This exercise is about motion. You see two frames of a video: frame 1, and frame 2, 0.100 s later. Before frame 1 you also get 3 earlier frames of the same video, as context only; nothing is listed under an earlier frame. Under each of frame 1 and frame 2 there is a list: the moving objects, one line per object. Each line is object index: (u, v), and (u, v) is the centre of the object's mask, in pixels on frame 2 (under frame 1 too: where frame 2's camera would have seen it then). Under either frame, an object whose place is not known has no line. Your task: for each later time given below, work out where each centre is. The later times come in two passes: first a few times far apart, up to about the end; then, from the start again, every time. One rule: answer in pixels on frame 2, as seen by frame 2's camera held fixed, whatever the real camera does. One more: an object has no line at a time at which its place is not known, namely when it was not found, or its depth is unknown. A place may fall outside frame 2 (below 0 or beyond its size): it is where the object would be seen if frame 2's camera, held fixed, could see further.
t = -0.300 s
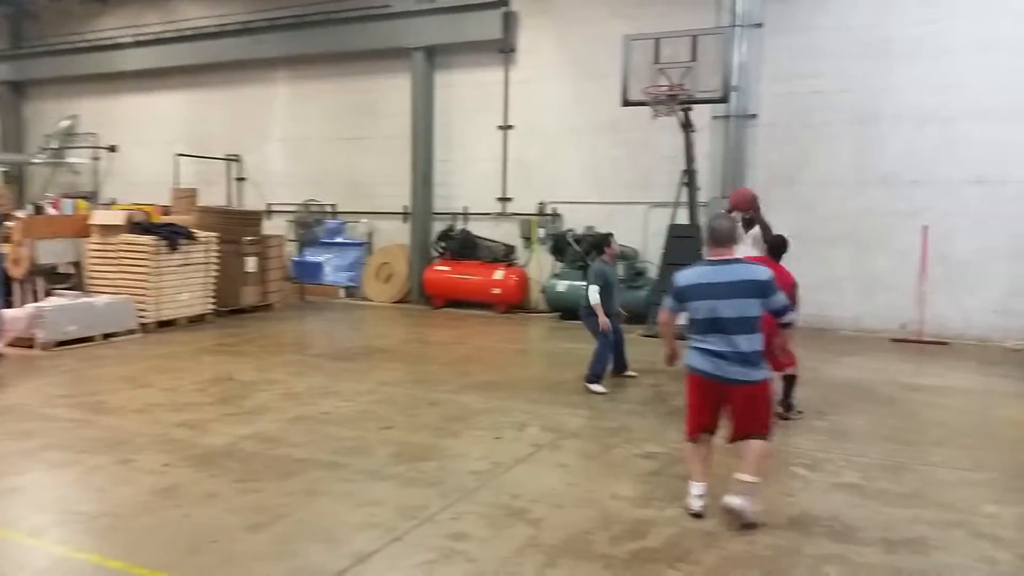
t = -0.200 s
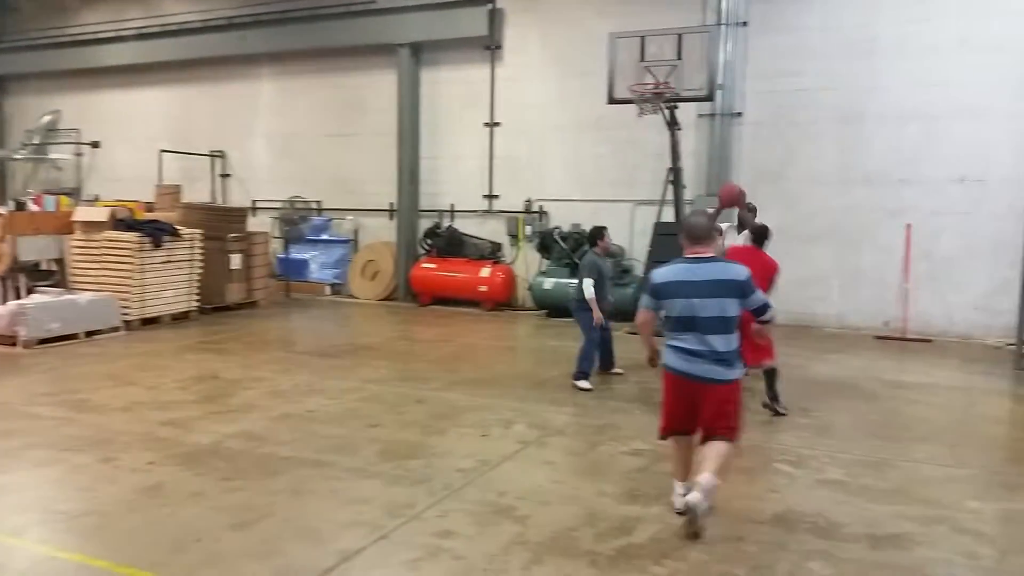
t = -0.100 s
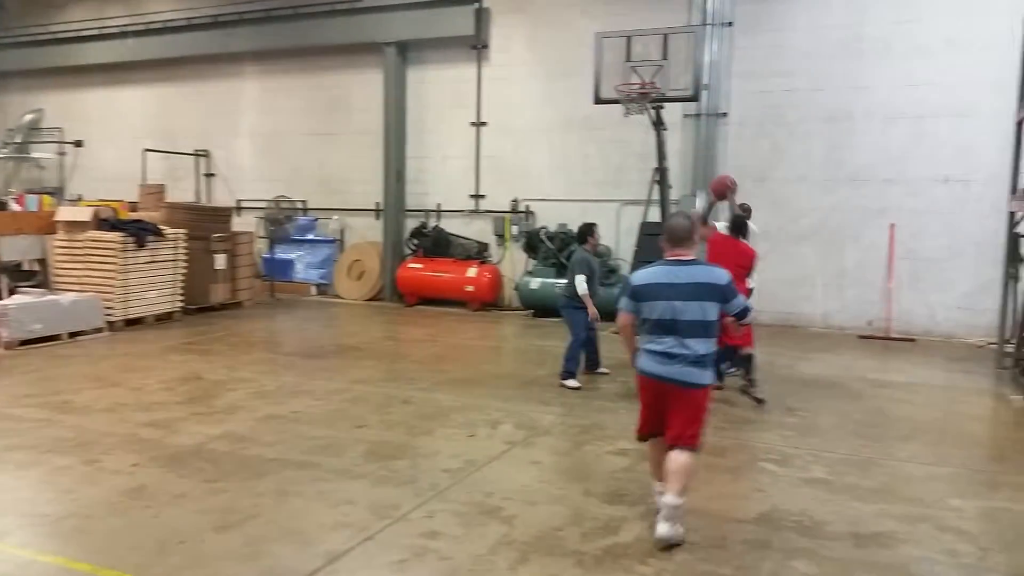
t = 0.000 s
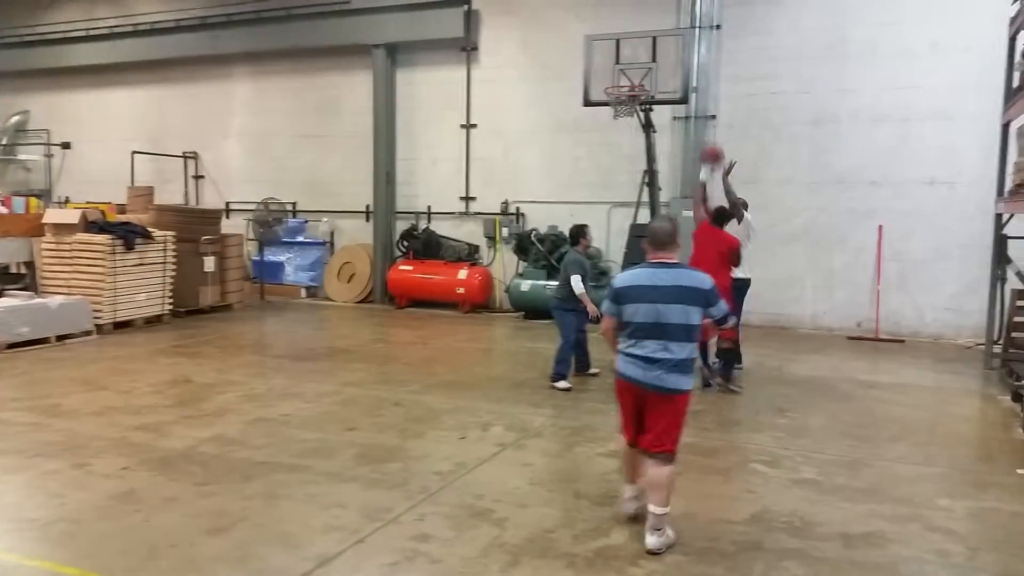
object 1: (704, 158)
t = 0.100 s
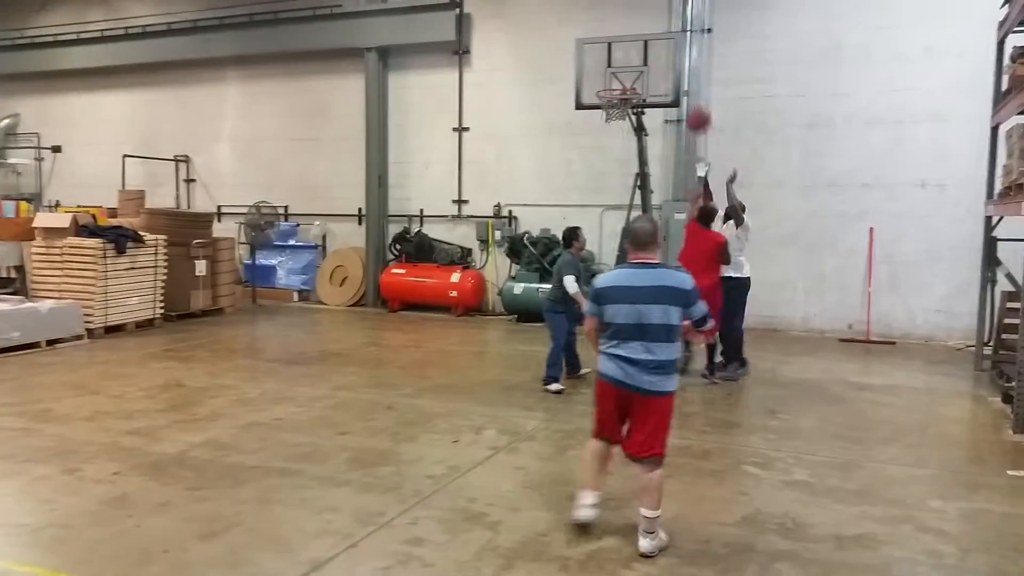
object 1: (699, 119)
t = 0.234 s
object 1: (689, 77)
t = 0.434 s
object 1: (672, 44)
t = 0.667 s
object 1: (644, 69)
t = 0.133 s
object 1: (697, 107)
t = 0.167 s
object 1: (694, 96)
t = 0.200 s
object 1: (691, 86)
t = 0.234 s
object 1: (689, 77)
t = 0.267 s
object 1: (686, 69)
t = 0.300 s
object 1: (683, 62)
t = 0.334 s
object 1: (679, 55)
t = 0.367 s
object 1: (677, 50)
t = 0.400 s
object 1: (675, 46)
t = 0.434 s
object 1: (672, 44)
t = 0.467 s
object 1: (668, 42)
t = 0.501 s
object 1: (665, 42)
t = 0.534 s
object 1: (661, 44)
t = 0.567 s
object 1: (657, 47)
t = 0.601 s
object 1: (653, 52)
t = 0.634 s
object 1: (649, 59)
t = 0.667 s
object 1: (644, 69)
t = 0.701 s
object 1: (639, 80)
